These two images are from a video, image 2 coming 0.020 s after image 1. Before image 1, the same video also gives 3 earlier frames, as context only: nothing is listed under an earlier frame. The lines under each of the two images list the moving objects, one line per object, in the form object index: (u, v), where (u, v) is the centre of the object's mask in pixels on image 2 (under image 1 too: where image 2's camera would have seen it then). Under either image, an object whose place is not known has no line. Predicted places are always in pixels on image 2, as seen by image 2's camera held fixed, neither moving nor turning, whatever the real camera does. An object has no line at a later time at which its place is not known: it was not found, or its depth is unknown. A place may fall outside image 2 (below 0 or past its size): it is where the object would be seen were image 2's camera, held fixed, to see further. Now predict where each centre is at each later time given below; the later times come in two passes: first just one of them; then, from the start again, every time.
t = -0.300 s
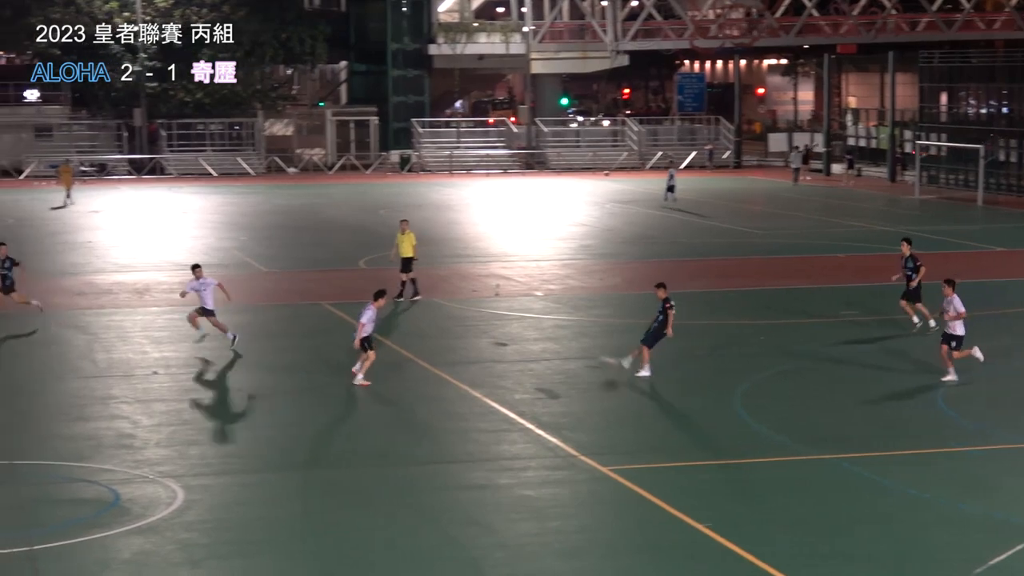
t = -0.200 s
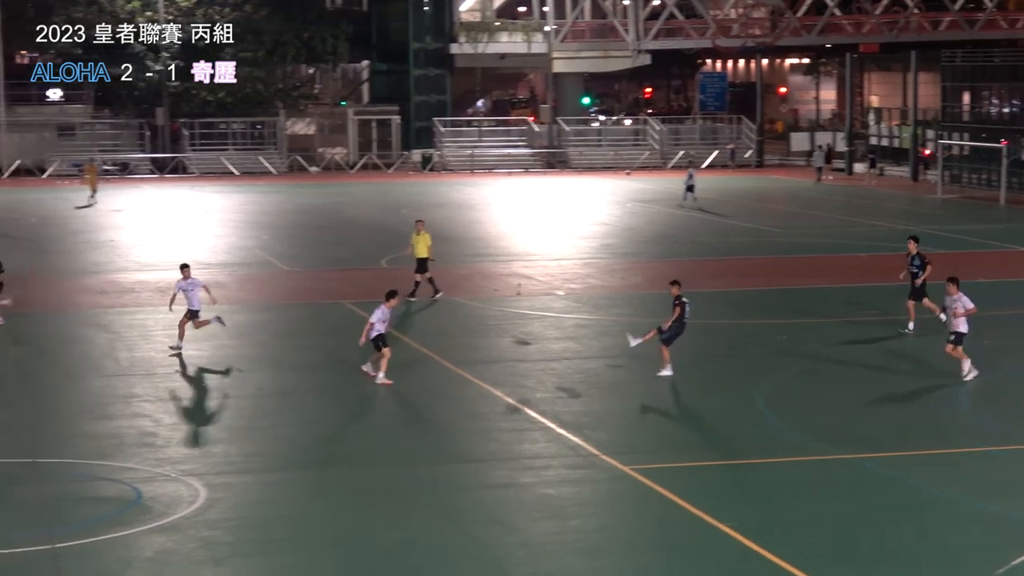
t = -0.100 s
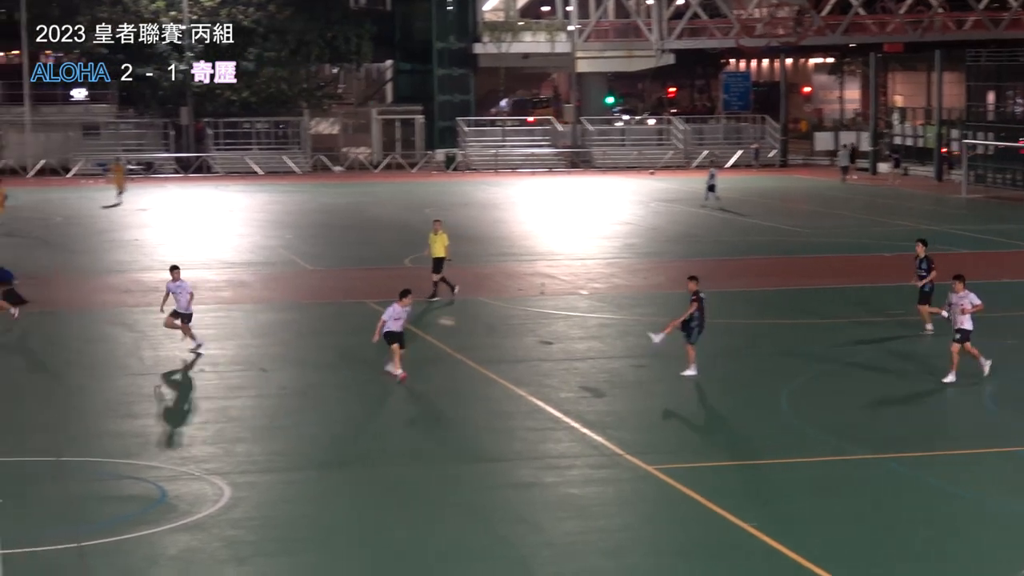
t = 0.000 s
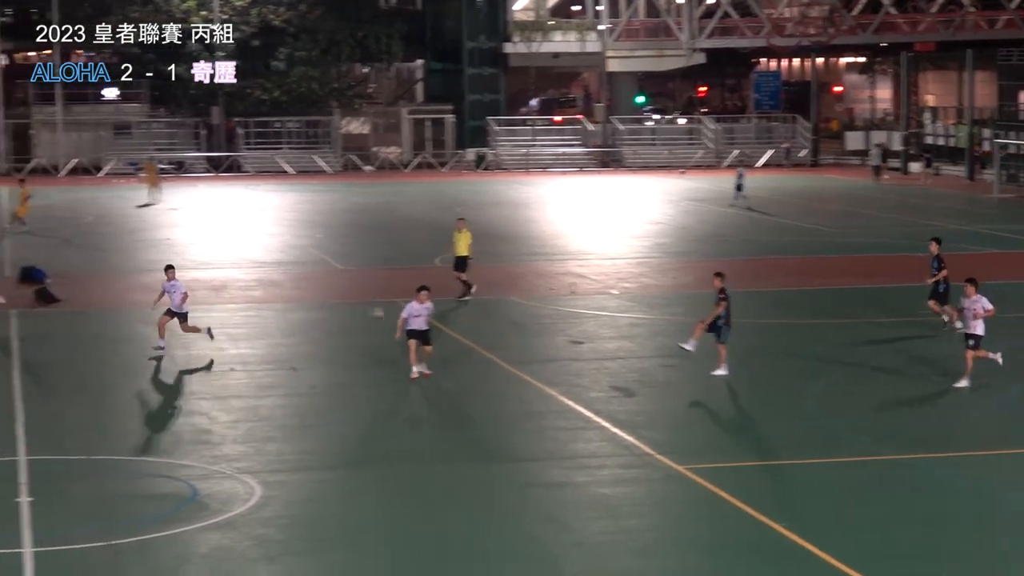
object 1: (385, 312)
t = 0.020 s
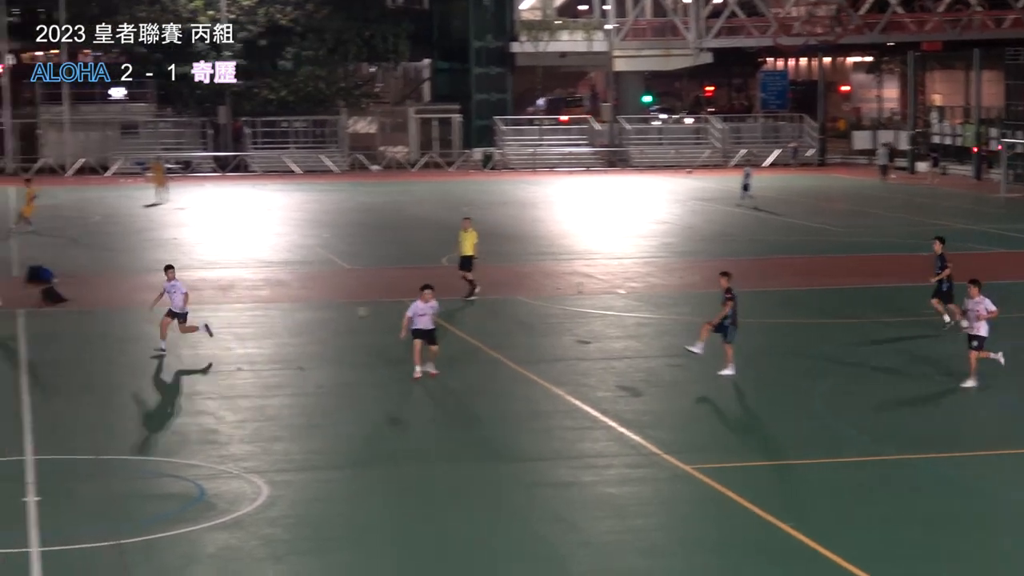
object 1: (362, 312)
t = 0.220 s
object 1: (168, 322)
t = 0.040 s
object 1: (344, 312)
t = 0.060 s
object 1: (323, 313)
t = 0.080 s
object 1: (302, 314)
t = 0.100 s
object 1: (283, 313)
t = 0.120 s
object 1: (264, 313)
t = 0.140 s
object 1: (245, 314)
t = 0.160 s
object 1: (226, 316)
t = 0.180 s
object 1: (207, 317)
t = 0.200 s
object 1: (187, 320)
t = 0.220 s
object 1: (168, 322)
